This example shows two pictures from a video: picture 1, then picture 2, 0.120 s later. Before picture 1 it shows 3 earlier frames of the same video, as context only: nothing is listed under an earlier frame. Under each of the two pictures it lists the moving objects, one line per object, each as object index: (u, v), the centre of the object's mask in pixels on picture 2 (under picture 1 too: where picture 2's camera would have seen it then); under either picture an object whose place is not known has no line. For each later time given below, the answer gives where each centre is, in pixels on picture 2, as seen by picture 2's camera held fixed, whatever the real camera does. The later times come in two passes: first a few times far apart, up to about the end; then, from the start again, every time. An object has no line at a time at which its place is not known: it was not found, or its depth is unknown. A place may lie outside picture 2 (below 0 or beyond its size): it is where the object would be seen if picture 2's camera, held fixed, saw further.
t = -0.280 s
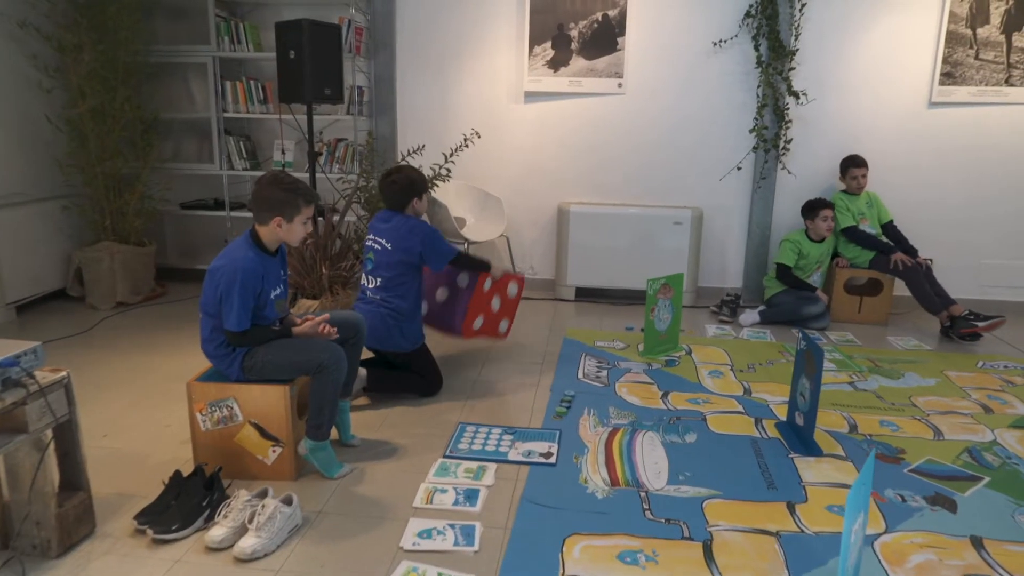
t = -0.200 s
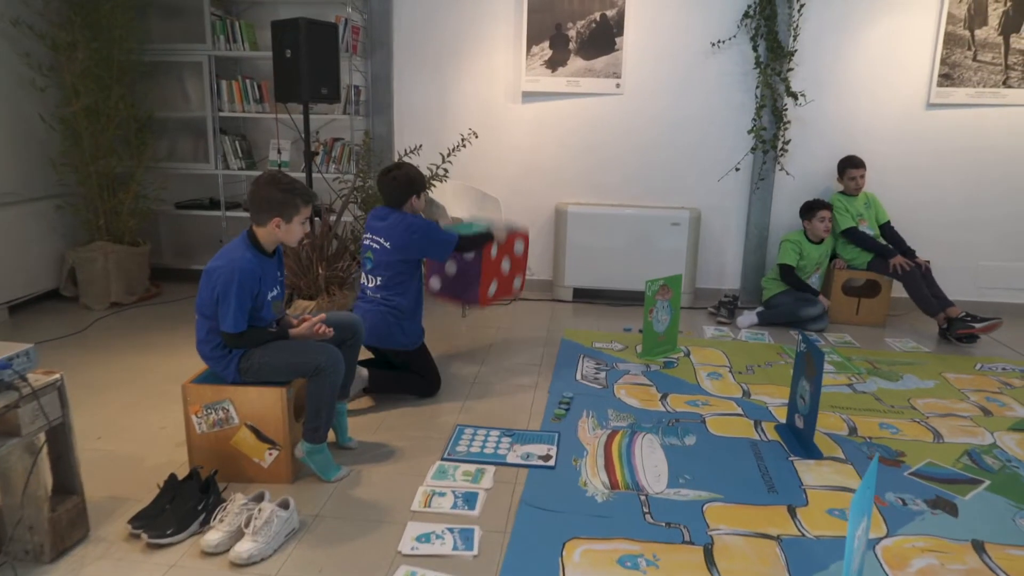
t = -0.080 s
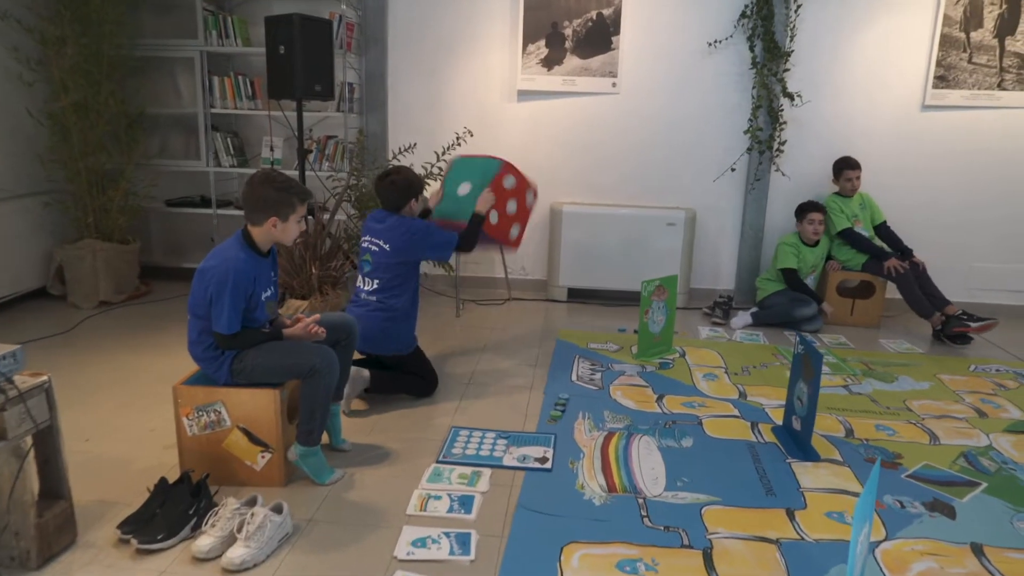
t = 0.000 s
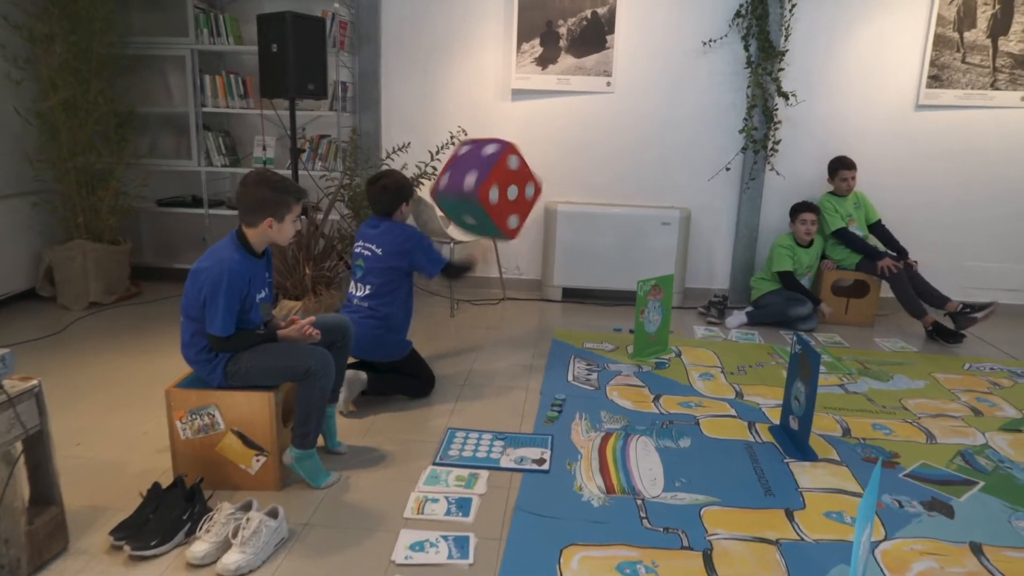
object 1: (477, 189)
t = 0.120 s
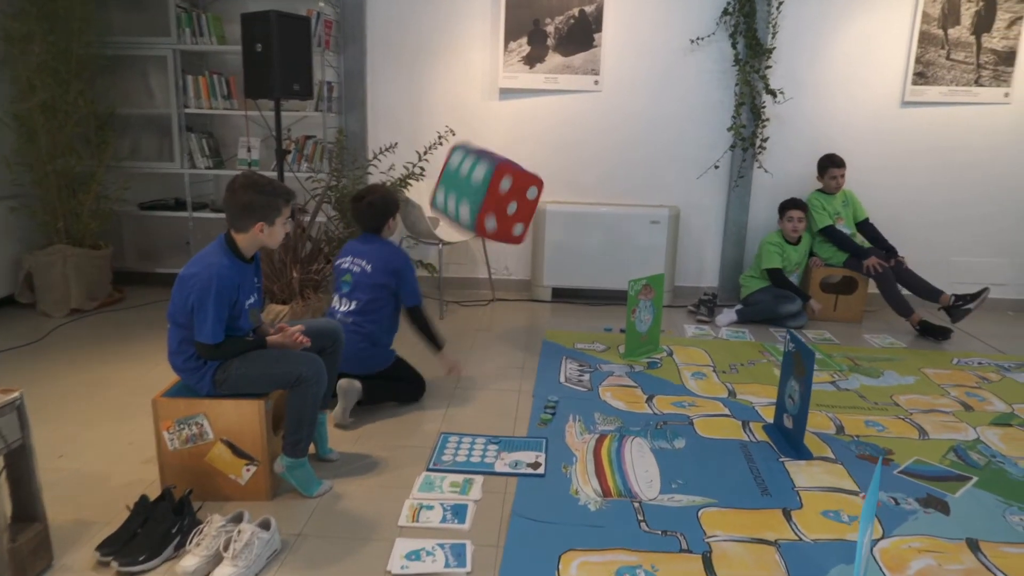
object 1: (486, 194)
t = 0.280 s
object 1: (497, 238)
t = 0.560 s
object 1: (505, 300)
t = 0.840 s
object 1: (490, 305)
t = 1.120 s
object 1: (481, 306)
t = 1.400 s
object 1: (483, 305)
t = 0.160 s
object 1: (491, 201)
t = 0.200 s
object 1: (493, 209)
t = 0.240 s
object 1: (494, 225)
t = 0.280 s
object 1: (497, 238)
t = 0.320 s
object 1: (500, 258)
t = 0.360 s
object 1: (504, 277)
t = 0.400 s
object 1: (507, 299)
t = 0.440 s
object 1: (510, 318)
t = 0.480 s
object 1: (508, 314)
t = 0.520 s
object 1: (506, 306)
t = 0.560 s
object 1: (505, 300)
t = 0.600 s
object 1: (503, 296)
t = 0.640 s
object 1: (501, 296)
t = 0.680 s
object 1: (499, 299)
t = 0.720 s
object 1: (497, 303)
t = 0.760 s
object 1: (495, 307)
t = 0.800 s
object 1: (493, 307)
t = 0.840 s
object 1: (490, 305)
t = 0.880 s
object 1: (488, 304)
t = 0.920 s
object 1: (486, 304)
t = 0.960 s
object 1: (483, 305)
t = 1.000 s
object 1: (482, 306)
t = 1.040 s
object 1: (481, 306)
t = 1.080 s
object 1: (481, 306)
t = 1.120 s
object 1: (481, 306)
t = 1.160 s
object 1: (482, 305)
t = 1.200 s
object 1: (483, 304)
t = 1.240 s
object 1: (483, 303)
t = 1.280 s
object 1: (484, 304)
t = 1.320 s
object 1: (484, 304)
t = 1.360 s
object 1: (484, 305)
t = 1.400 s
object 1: (483, 305)
